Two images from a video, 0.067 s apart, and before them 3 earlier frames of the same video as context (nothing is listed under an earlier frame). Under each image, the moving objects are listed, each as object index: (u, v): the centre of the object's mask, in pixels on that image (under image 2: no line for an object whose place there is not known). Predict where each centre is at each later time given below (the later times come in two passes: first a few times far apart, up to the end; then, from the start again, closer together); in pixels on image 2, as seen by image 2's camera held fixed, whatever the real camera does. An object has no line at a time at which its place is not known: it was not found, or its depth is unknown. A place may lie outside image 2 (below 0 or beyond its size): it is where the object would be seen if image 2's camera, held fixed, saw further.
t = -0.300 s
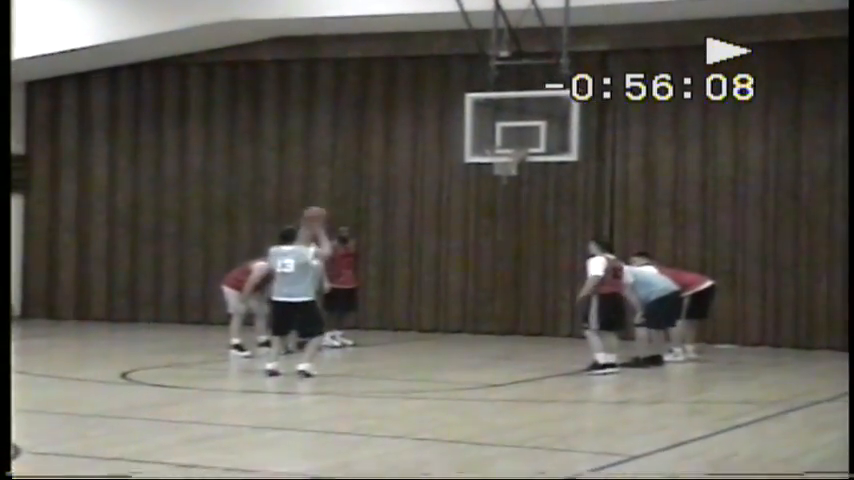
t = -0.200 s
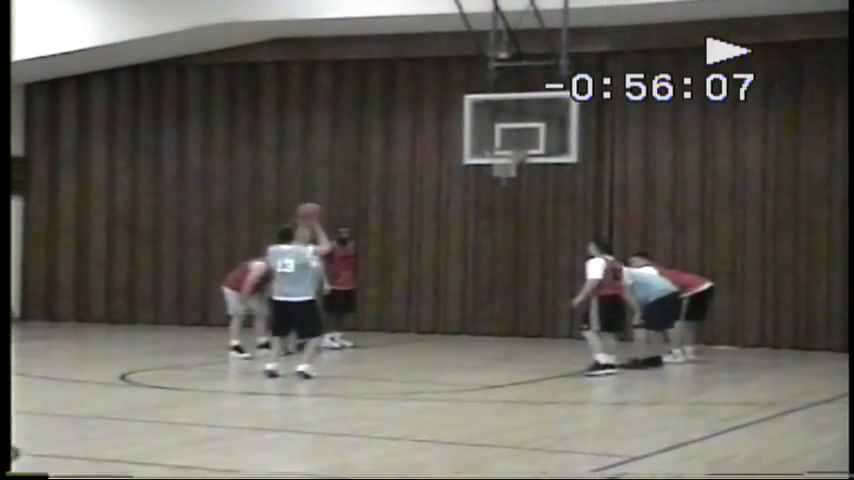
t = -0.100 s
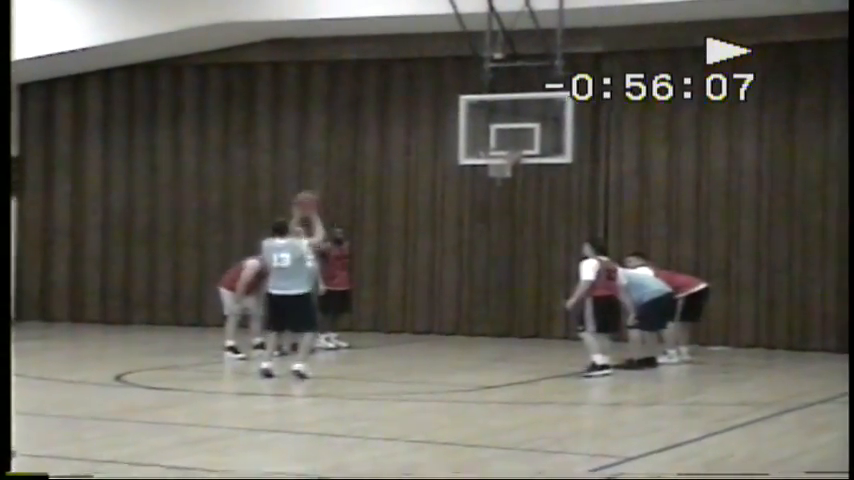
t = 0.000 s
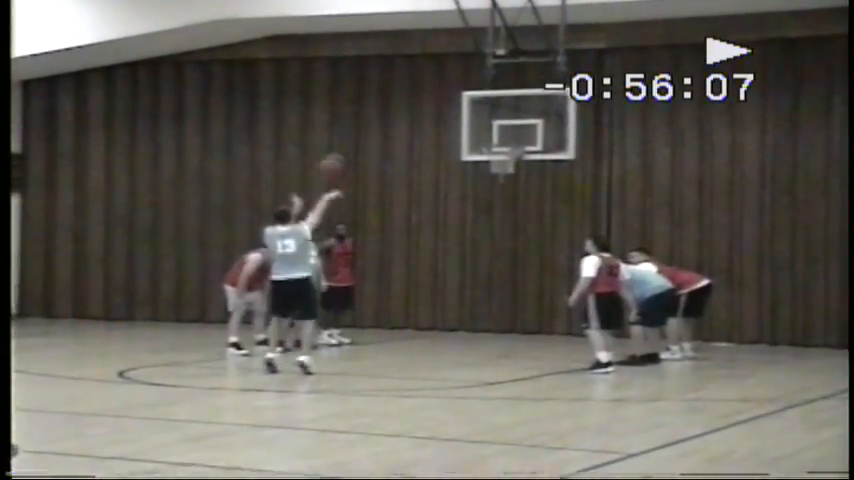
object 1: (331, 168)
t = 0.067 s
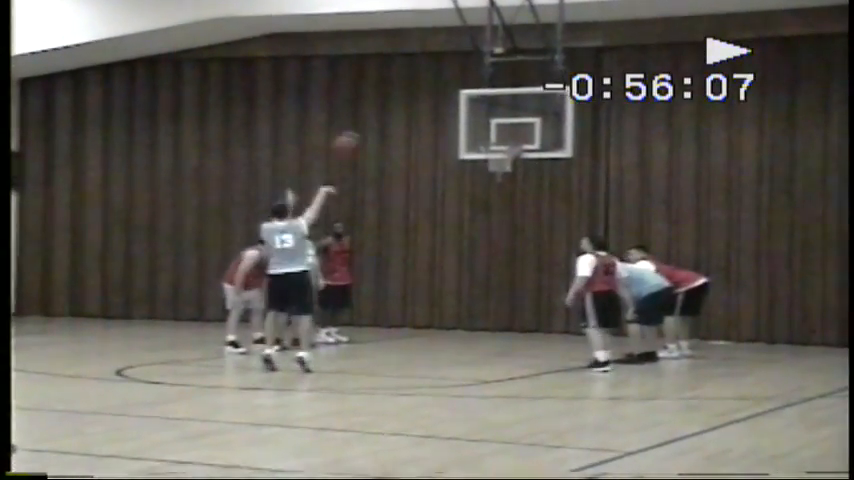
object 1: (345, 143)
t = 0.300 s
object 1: (405, 98)
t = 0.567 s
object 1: (460, 97)
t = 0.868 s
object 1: (500, 129)
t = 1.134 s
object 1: (456, 96)
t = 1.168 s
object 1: (451, 94)
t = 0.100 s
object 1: (354, 134)
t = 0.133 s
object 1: (362, 125)
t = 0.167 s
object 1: (371, 117)
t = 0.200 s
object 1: (380, 111)
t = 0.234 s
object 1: (388, 105)
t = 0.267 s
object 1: (397, 101)
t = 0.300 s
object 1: (405, 98)
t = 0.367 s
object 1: (419, 93)
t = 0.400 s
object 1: (428, 91)
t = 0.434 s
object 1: (434, 92)
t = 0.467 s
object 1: (442, 91)
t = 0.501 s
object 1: (448, 92)
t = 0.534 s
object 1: (456, 95)
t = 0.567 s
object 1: (460, 97)
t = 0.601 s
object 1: (469, 103)
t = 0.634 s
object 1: (477, 104)
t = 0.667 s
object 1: (483, 109)
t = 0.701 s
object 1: (490, 113)
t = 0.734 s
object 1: (496, 120)
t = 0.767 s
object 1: (499, 128)
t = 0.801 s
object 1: (505, 133)
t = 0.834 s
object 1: (505, 133)
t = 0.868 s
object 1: (500, 129)
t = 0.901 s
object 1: (496, 120)
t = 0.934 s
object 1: (490, 115)
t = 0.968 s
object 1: (484, 109)
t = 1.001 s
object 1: (480, 105)
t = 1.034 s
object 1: (476, 101)
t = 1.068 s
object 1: (471, 102)
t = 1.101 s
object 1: (462, 98)
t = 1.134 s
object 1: (456, 96)
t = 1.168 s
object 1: (451, 94)
